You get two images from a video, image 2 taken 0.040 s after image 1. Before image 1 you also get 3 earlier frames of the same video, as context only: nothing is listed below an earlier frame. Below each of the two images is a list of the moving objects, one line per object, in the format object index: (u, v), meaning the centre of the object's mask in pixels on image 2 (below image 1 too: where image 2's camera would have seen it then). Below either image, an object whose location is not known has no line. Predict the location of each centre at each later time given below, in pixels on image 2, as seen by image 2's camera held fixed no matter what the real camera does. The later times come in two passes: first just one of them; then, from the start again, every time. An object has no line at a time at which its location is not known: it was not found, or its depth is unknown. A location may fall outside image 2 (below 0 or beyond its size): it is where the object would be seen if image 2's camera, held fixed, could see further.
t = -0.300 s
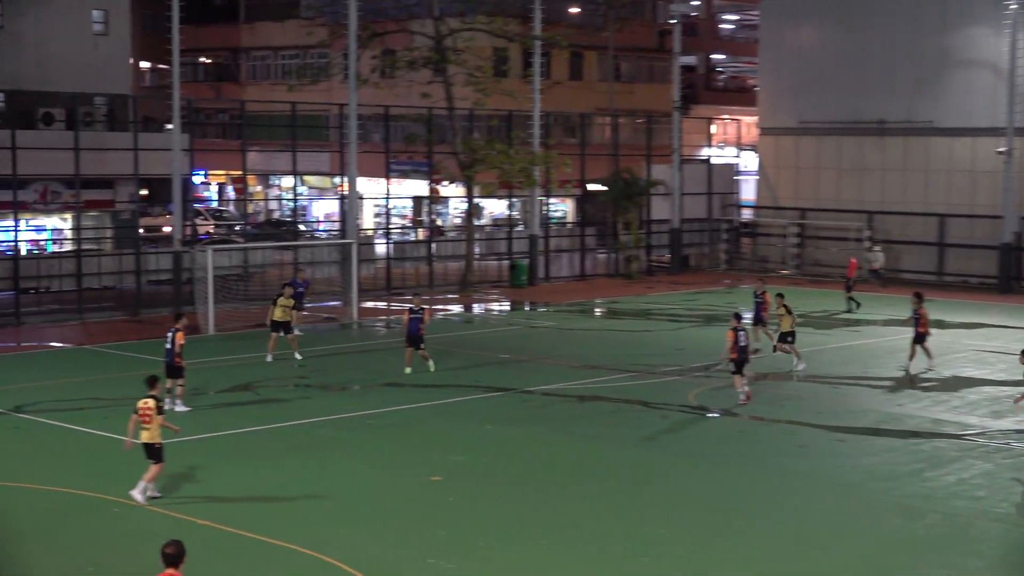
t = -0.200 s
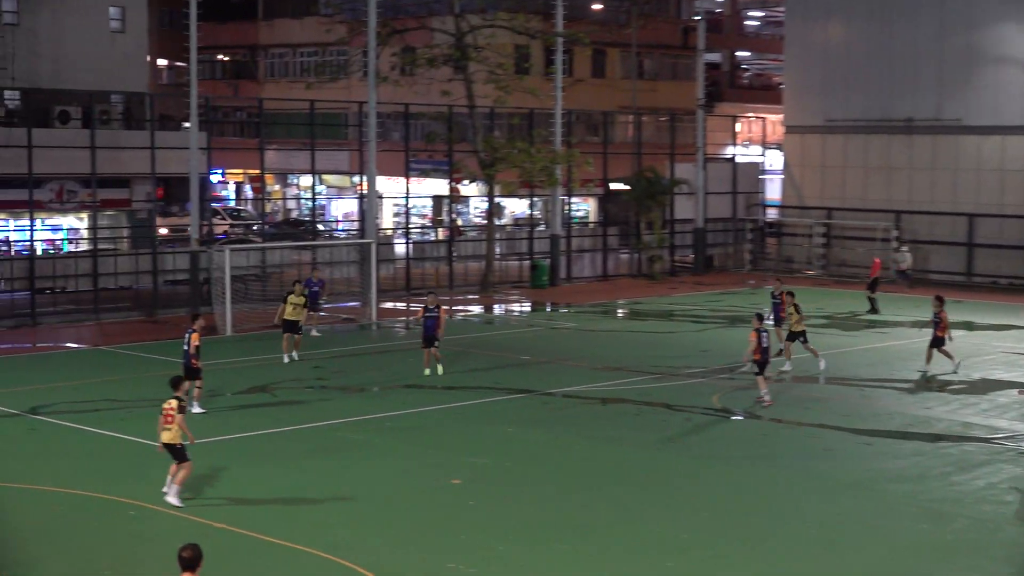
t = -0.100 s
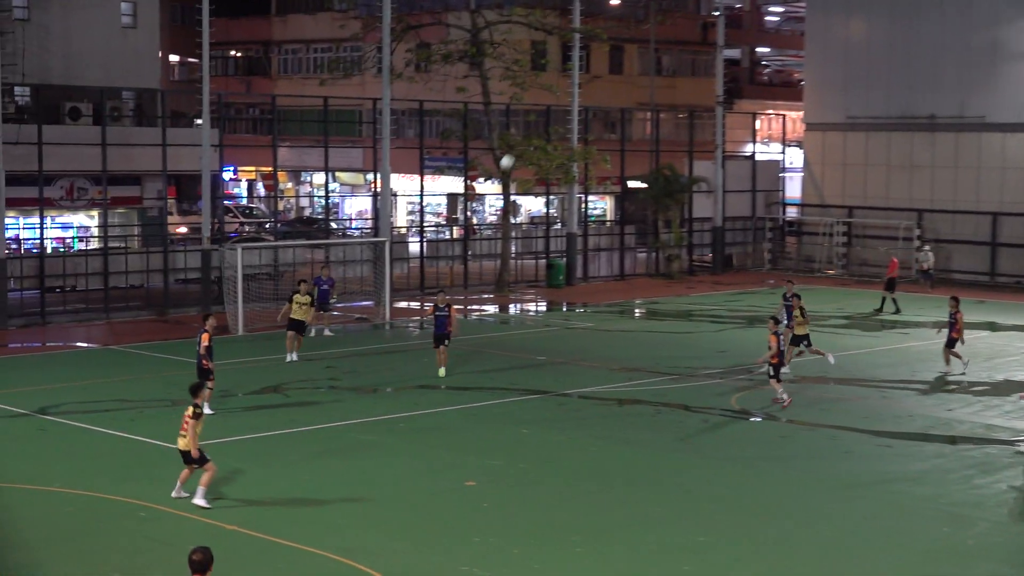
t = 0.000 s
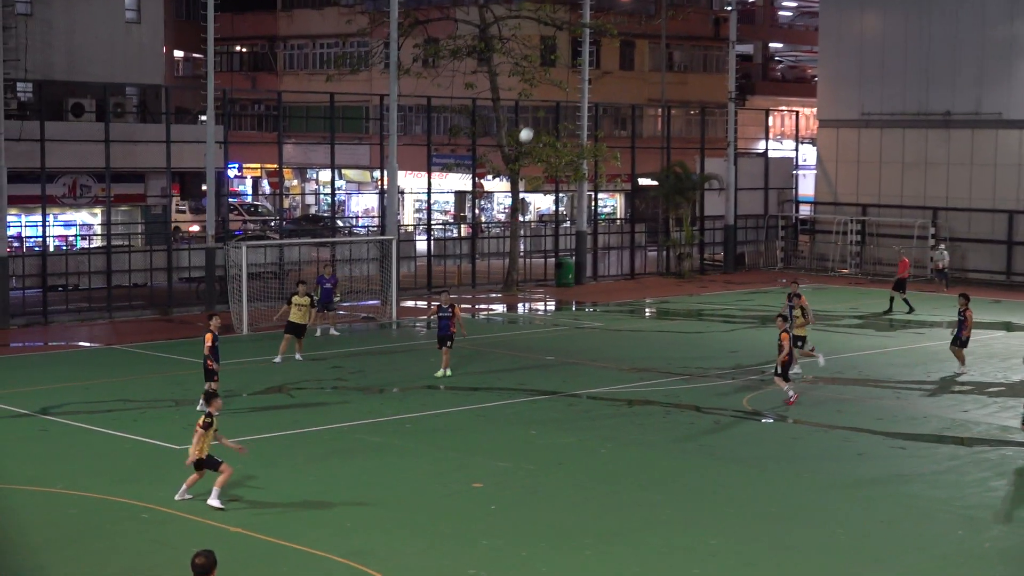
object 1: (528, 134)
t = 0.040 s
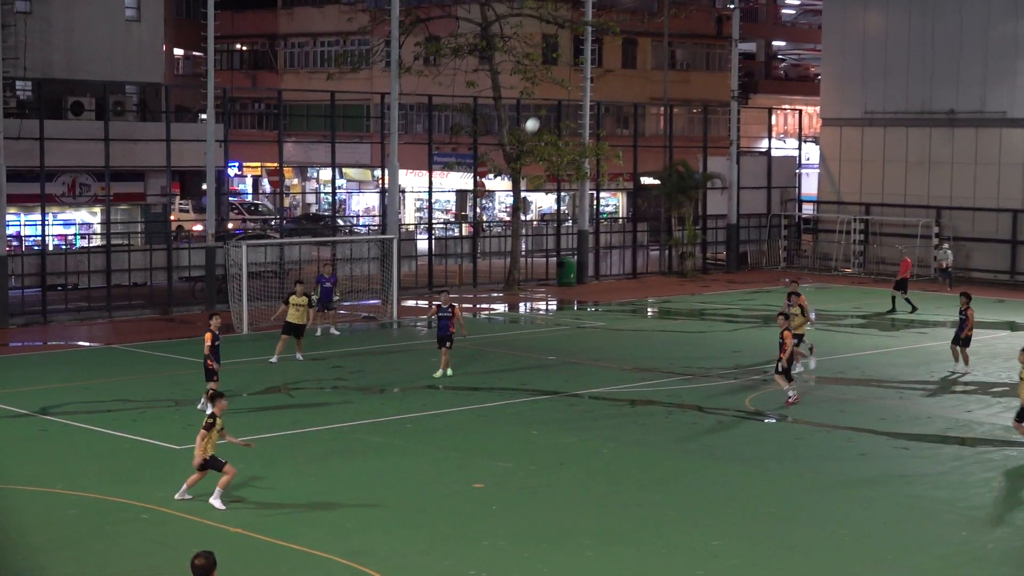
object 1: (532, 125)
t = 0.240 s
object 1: (552, 94)
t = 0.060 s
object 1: (534, 121)
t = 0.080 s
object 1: (536, 117)
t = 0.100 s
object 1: (538, 114)
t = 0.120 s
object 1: (540, 110)
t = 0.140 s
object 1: (542, 107)
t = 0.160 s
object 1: (544, 105)
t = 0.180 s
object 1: (546, 102)
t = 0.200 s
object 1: (548, 99)
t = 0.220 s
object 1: (550, 96)
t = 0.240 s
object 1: (552, 94)
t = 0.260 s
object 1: (554, 93)
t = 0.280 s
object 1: (556, 91)
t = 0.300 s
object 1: (558, 90)
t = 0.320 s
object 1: (560, 89)
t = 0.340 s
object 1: (562, 87)
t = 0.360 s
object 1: (564, 87)
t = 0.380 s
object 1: (566, 86)
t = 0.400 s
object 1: (568, 85)
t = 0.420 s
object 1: (569, 85)
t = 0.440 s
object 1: (571, 85)
